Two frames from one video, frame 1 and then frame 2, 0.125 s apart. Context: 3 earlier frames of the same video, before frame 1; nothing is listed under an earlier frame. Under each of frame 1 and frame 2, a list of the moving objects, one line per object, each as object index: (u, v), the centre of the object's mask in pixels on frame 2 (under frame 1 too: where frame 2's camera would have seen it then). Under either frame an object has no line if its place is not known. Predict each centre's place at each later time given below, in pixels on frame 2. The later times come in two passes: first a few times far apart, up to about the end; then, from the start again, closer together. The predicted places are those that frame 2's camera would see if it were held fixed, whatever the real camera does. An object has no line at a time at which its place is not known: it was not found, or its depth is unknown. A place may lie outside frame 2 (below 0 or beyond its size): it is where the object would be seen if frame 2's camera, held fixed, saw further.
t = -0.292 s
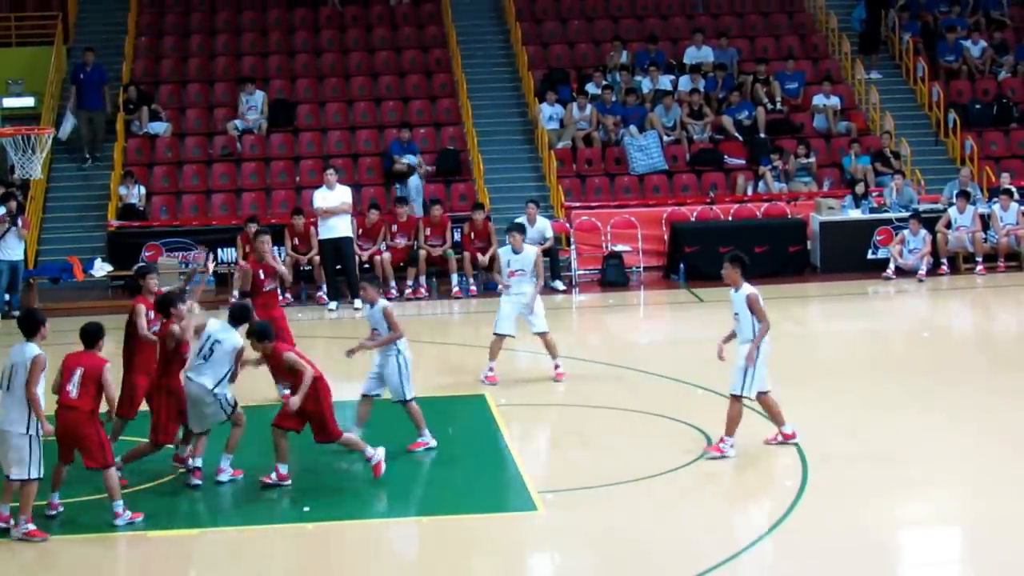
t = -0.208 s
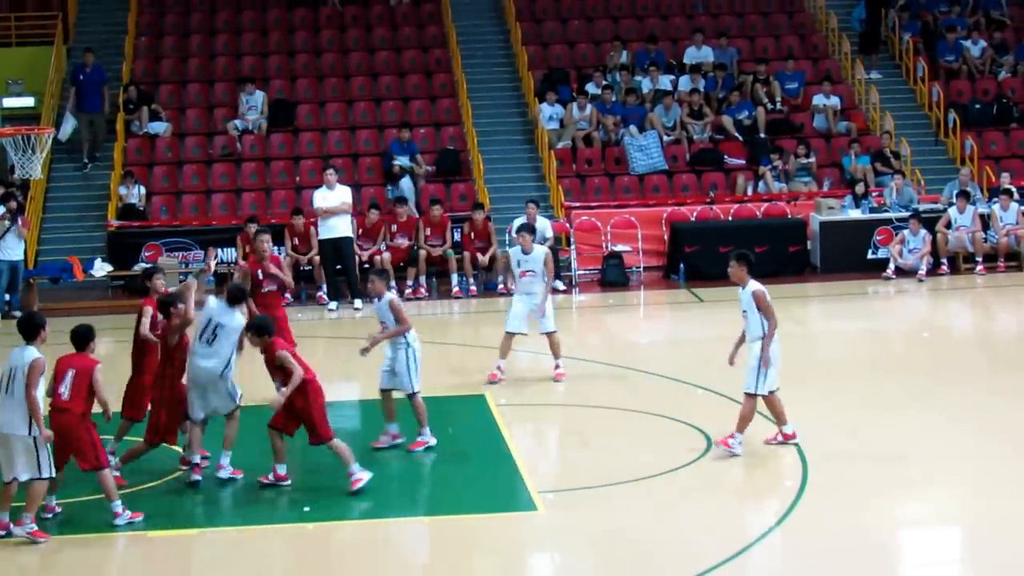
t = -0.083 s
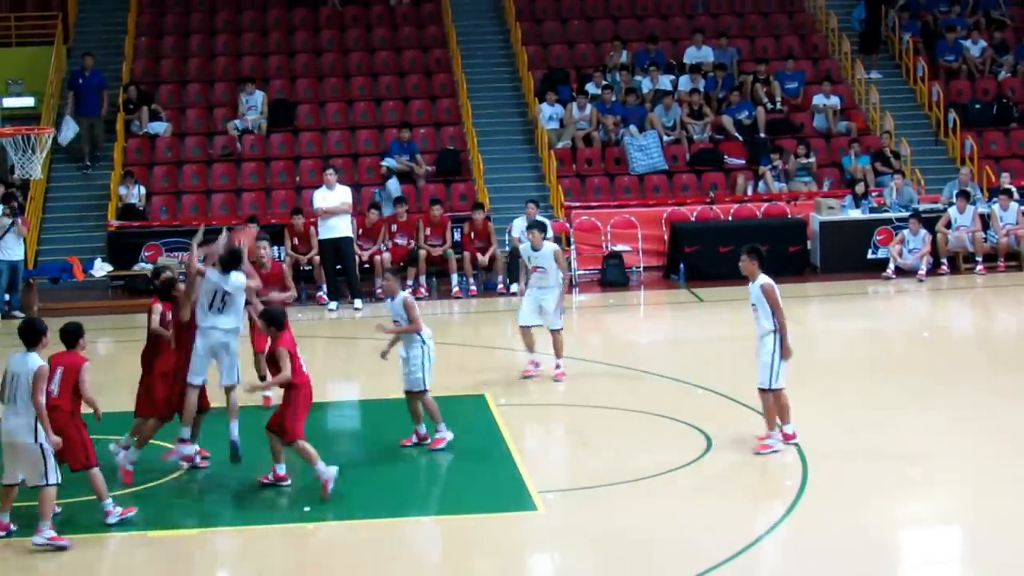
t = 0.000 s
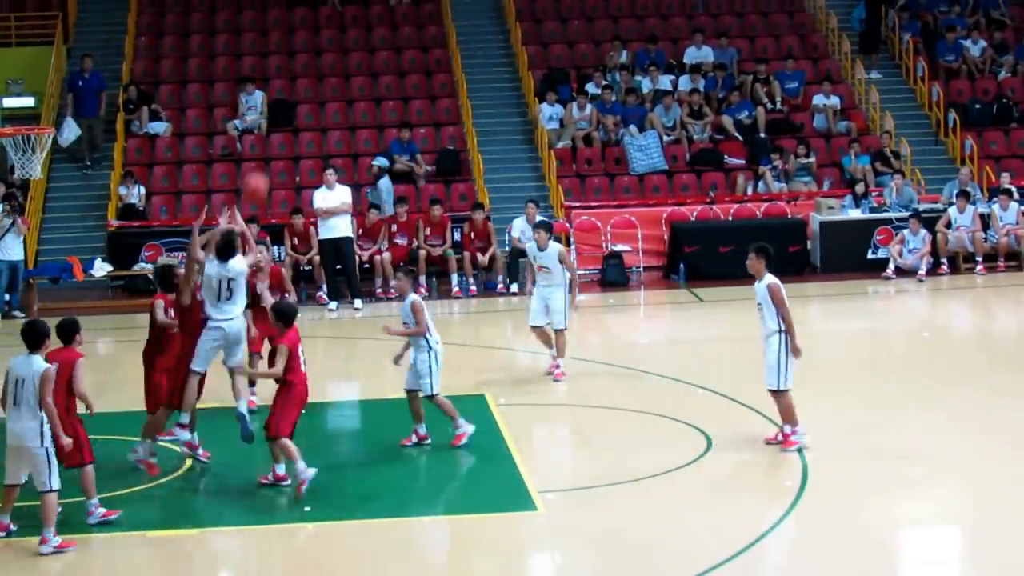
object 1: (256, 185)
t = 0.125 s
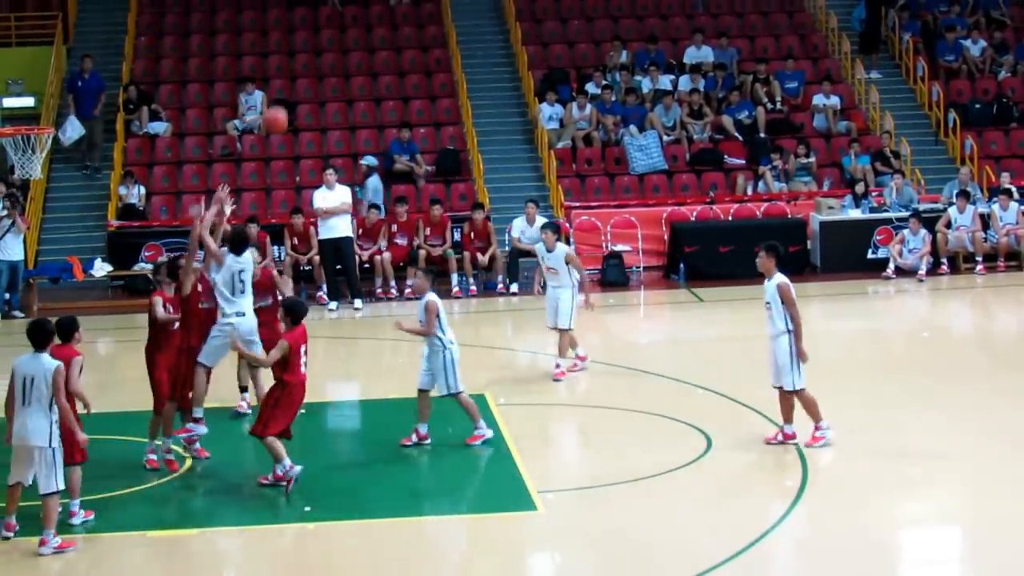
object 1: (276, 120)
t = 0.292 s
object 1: (302, 59)
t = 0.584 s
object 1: (350, 24)
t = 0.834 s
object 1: (390, 63)
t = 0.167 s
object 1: (281, 101)
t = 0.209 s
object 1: (289, 85)
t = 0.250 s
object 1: (295, 71)
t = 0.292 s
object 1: (302, 59)
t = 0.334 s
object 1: (308, 45)
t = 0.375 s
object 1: (315, 38)
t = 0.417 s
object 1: (322, 32)
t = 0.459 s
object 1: (329, 29)
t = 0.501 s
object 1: (336, 25)
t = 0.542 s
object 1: (343, 24)
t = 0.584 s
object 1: (350, 24)
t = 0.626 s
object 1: (357, 26)
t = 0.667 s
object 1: (363, 30)
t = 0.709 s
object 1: (371, 36)
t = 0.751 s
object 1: (377, 44)
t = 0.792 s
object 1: (384, 52)
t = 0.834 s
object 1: (390, 63)
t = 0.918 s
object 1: (405, 88)
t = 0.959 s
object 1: (411, 104)
